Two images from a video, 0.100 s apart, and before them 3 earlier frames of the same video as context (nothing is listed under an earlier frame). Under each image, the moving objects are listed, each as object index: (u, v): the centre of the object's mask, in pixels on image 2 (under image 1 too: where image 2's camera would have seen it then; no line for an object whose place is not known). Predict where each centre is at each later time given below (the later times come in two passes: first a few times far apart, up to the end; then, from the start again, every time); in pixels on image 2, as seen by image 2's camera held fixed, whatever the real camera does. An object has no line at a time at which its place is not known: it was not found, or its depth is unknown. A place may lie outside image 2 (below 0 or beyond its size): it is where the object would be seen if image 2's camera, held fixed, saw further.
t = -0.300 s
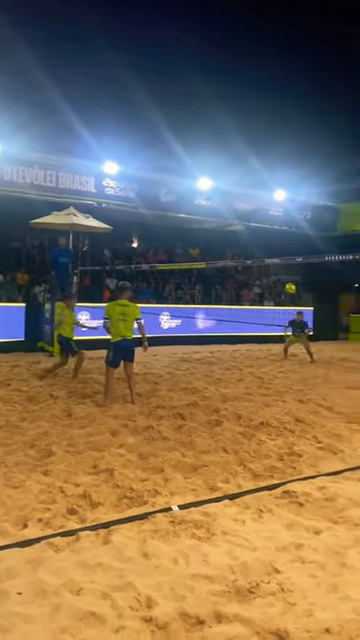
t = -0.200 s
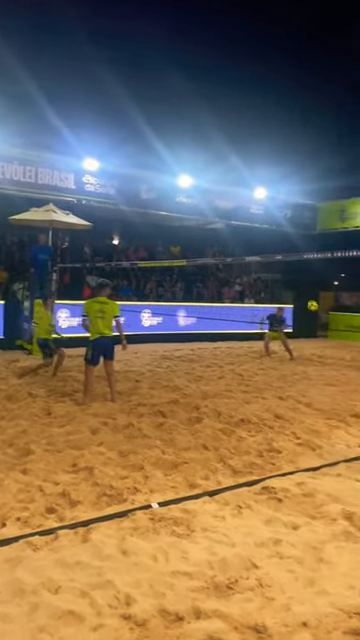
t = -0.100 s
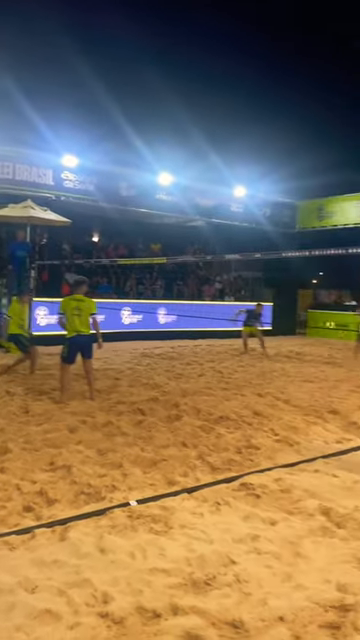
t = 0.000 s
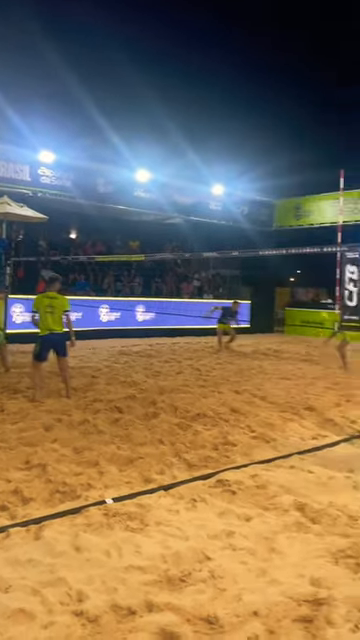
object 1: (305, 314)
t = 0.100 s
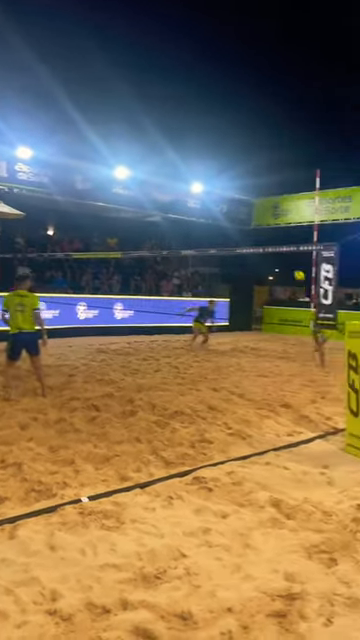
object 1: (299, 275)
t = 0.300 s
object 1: (293, 211)
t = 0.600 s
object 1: (285, 147)
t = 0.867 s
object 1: (278, 123)
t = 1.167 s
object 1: (267, 133)
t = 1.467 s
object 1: (254, 182)
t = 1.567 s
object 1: (250, 207)
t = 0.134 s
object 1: (297, 264)
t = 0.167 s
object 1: (297, 254)
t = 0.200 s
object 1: (295, 241)
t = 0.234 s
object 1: (294, 231)
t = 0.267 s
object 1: (294, 222)
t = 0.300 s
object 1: (293, 211)
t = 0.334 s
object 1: (293, 202)
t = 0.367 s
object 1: (291, 193)
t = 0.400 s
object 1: (290, 185)
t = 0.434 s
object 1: (290, 178)
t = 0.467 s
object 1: (289, 171)
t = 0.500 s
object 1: (288, 164)
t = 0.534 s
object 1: (287, 158)
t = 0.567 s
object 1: (286, 152)
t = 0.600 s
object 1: (285, 147)
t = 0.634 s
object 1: (284, 142)
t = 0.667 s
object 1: (284, 138)
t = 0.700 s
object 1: (282, 135)
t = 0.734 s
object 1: (281, 132)
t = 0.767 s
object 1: (280, 128)
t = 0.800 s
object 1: (280, 126)
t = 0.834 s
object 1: (279, 124)
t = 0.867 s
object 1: (278, 123)
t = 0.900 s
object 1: (277, 122)
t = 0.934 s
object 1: (275, 121)
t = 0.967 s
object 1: (274, 122)
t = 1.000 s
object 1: (273, 122)
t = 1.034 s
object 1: (272, 123)
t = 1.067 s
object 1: (271, 125)
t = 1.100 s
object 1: (270, 127)
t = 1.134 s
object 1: (268, 130)
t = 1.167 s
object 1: (267, 133)
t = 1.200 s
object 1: (266, 136)
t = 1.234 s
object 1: (265, 140)
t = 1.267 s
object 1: (263, 145)
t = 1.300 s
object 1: (262, 150)
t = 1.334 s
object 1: (260, 155)
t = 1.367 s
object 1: (259, 162)
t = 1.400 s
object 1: (257, 168)
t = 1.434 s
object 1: (256, 175)
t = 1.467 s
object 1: (254, 182)
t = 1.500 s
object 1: (253, 190)
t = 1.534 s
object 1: (251, 198)
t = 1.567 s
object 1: (250, 207)
